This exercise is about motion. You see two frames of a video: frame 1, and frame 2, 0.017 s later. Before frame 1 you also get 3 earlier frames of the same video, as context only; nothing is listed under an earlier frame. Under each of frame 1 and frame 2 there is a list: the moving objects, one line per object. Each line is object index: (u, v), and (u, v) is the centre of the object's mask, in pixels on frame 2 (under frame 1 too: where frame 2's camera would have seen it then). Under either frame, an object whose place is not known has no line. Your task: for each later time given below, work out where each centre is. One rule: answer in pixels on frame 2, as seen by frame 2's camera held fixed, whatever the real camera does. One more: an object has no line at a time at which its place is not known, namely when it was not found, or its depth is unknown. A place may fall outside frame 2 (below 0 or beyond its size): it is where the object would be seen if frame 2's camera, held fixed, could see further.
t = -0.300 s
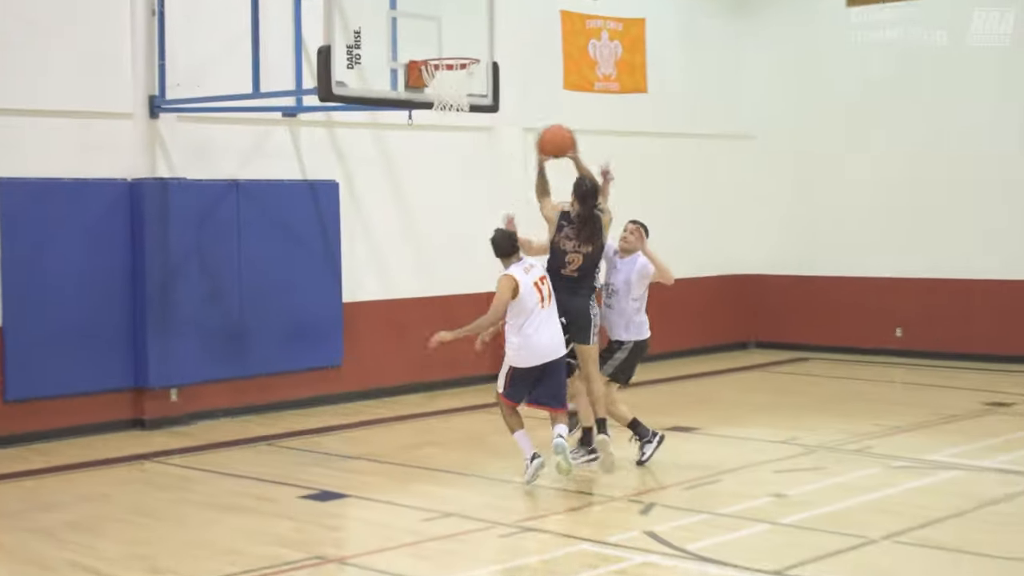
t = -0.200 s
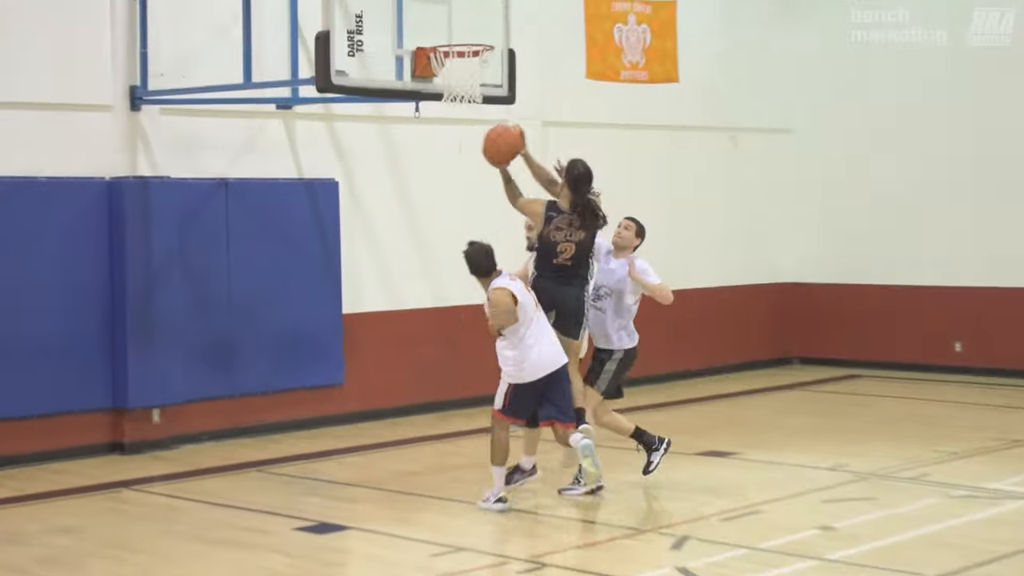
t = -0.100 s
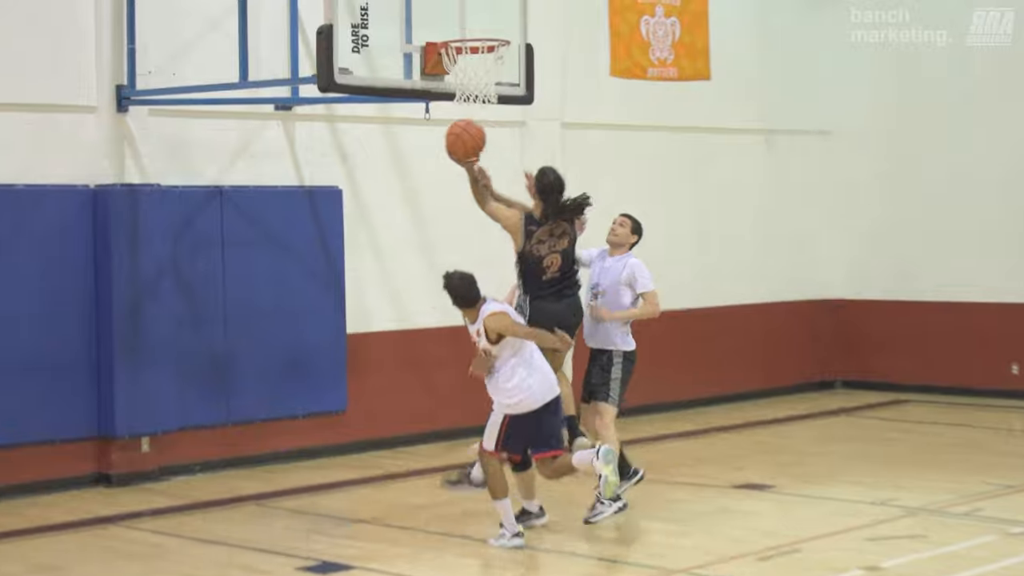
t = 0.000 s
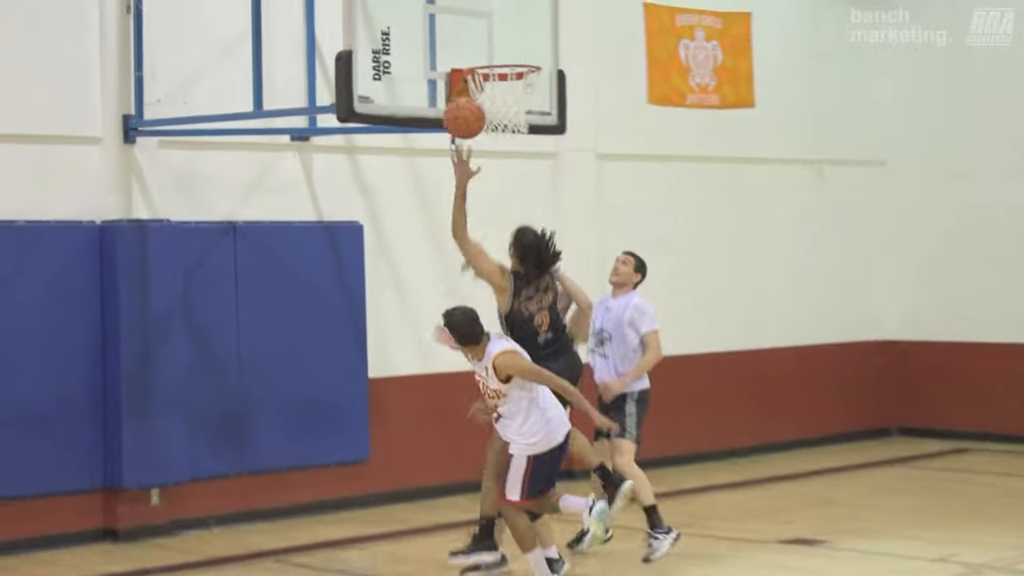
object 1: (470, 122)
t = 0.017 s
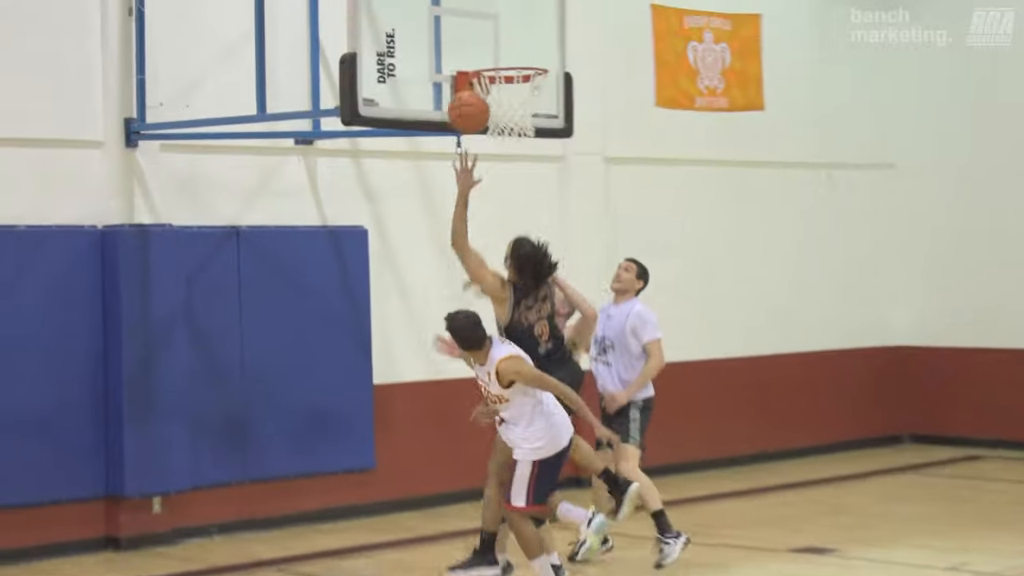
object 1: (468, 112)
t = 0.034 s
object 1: (467, 103)
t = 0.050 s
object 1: (466, 93)
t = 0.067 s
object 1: (465, 87)
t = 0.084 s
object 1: (463, 78)
